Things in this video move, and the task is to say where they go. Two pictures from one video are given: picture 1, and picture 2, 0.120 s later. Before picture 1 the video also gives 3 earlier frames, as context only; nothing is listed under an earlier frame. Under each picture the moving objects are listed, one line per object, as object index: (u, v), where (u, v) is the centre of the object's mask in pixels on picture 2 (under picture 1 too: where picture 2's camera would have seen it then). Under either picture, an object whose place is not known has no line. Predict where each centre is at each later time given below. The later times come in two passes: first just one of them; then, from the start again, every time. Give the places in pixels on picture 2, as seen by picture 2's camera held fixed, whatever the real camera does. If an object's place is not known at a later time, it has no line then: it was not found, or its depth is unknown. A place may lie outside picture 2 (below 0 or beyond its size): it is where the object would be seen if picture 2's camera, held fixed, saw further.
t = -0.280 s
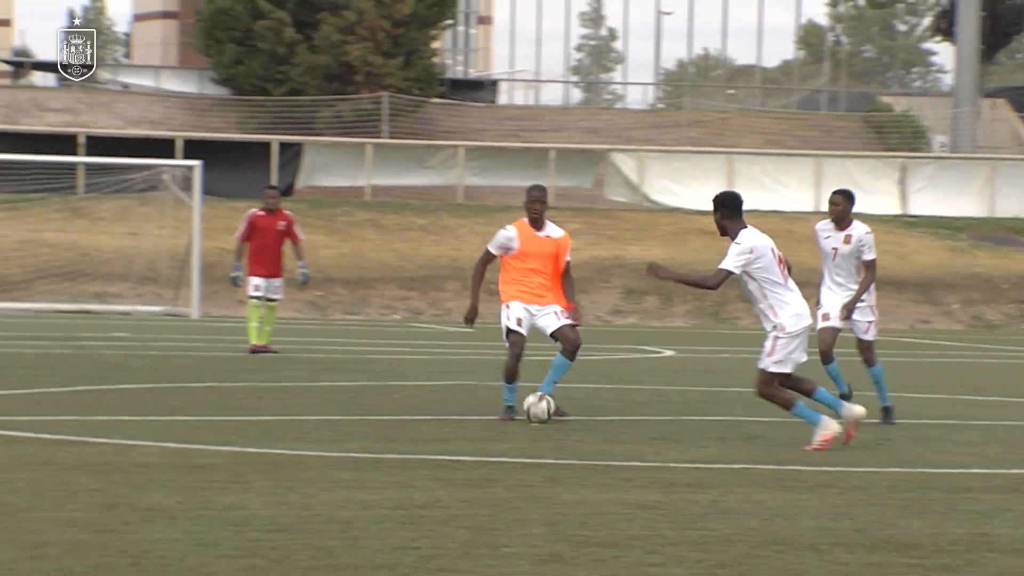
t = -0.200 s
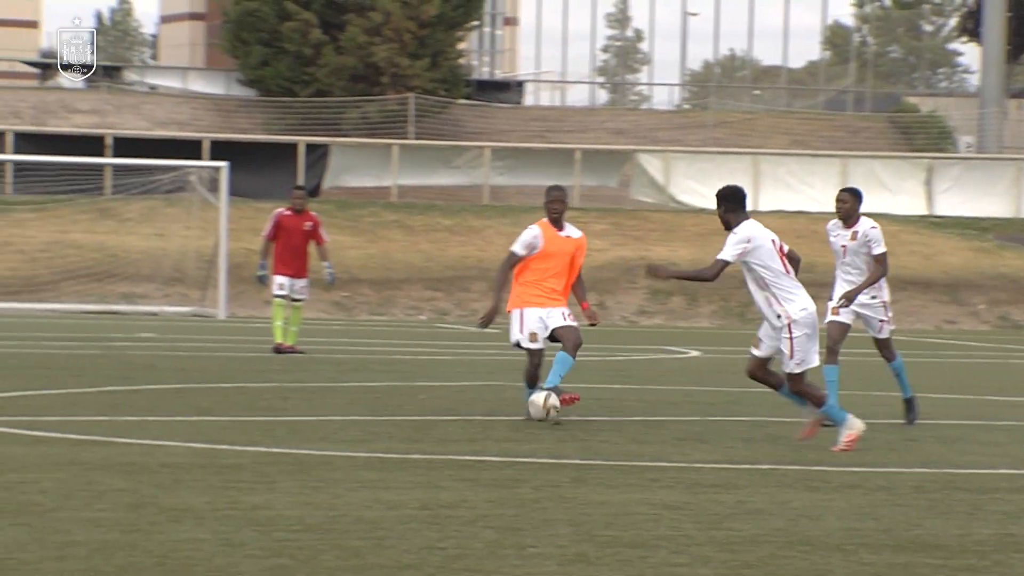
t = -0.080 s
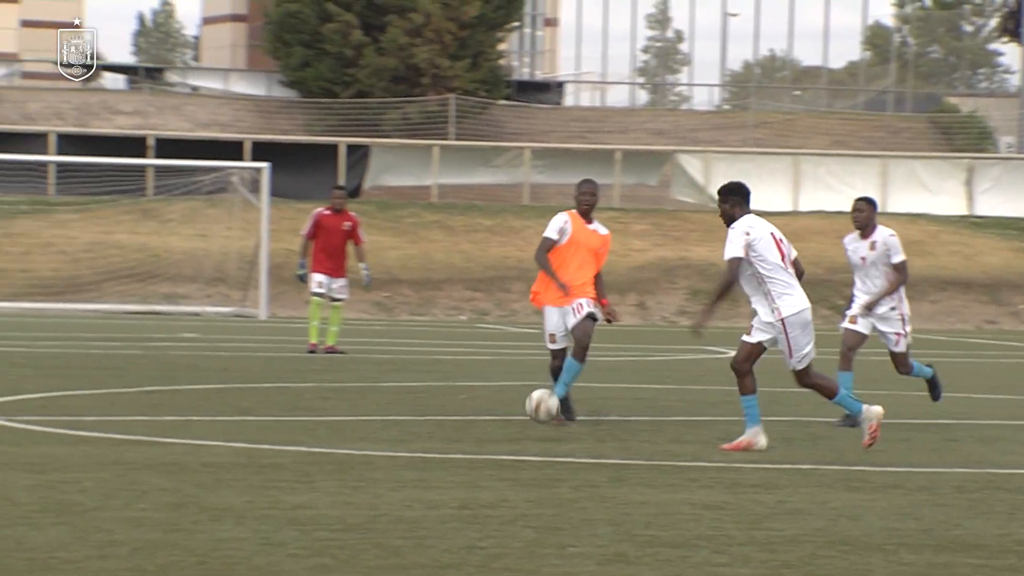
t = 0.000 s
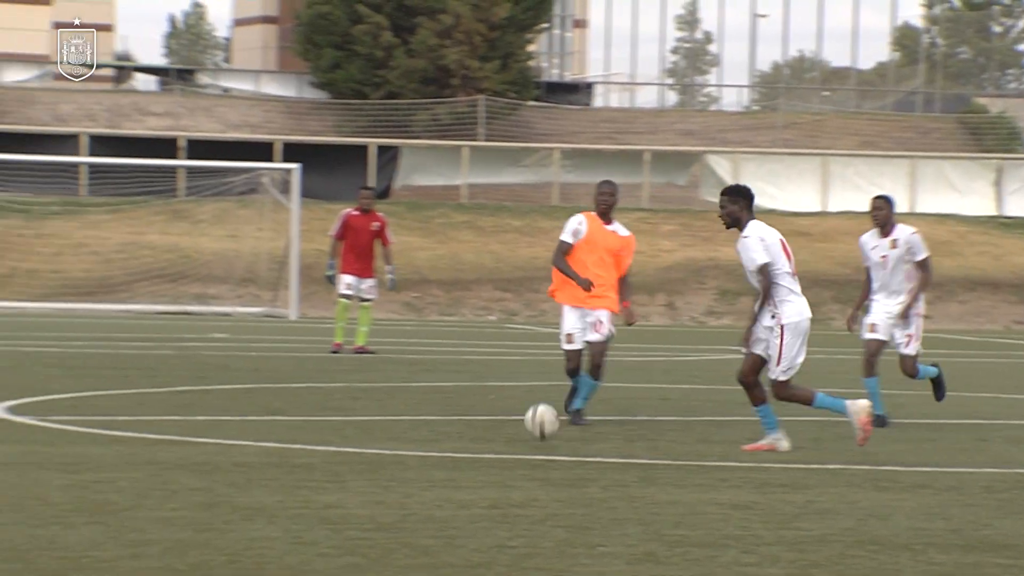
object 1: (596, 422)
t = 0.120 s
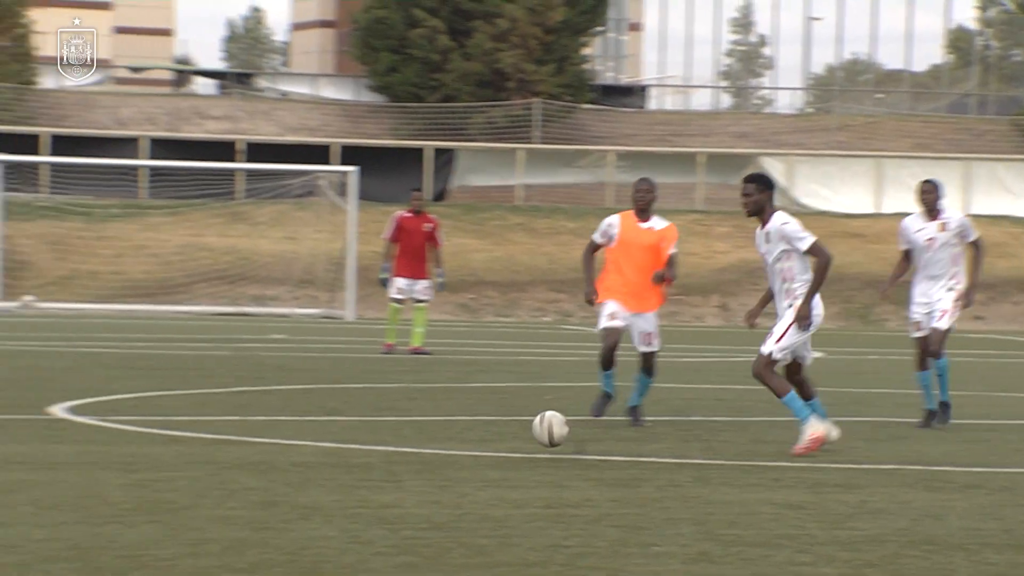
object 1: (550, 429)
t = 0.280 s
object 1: (486, 448)
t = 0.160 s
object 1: (535, 428)
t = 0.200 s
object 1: (520, 432)
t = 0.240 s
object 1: (503, 438)
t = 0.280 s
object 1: (486, 448)
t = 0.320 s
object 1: (470, 459)
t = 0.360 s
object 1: (454, 452)
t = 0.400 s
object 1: (439, 449)
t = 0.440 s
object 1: (422, 449)
